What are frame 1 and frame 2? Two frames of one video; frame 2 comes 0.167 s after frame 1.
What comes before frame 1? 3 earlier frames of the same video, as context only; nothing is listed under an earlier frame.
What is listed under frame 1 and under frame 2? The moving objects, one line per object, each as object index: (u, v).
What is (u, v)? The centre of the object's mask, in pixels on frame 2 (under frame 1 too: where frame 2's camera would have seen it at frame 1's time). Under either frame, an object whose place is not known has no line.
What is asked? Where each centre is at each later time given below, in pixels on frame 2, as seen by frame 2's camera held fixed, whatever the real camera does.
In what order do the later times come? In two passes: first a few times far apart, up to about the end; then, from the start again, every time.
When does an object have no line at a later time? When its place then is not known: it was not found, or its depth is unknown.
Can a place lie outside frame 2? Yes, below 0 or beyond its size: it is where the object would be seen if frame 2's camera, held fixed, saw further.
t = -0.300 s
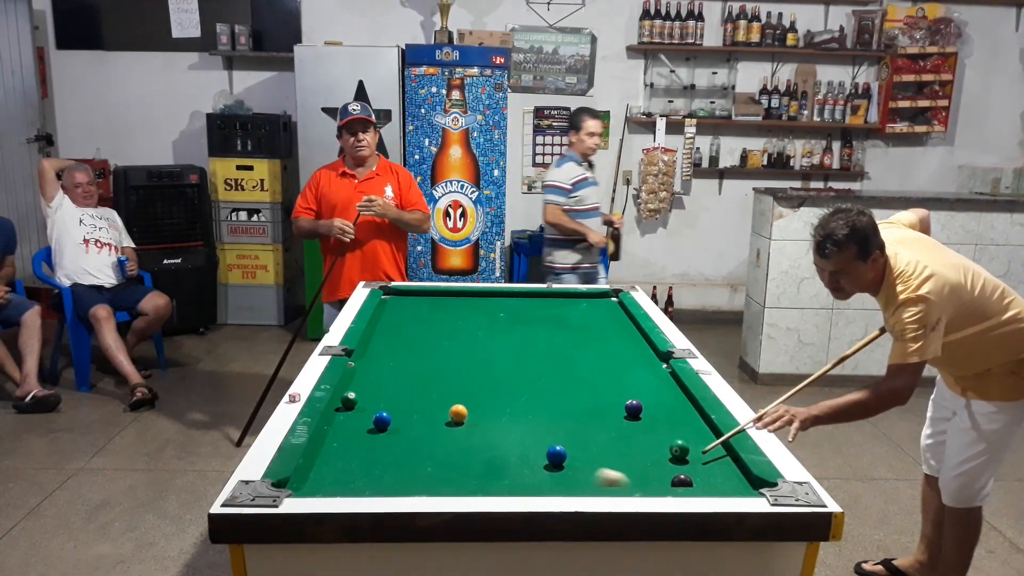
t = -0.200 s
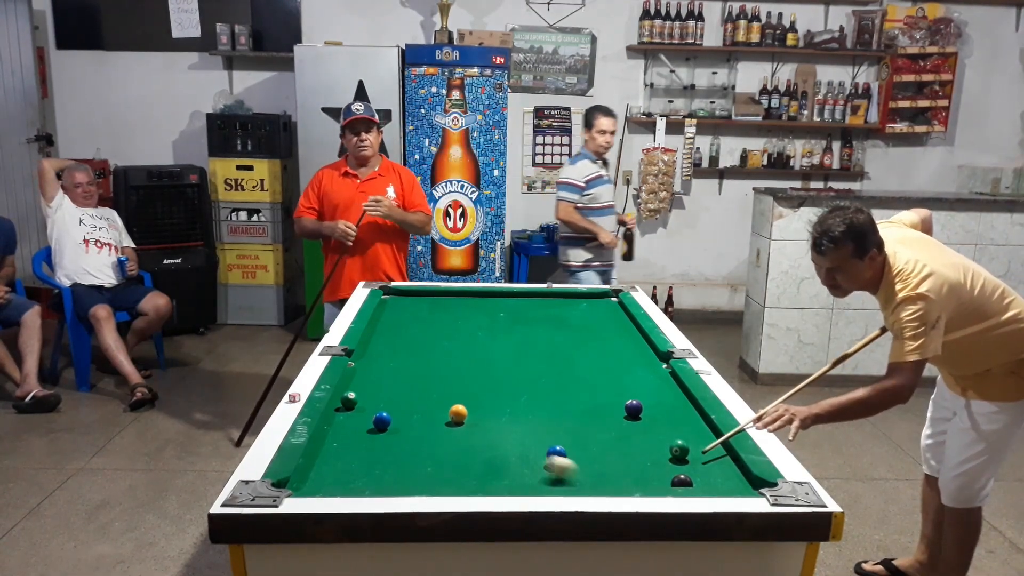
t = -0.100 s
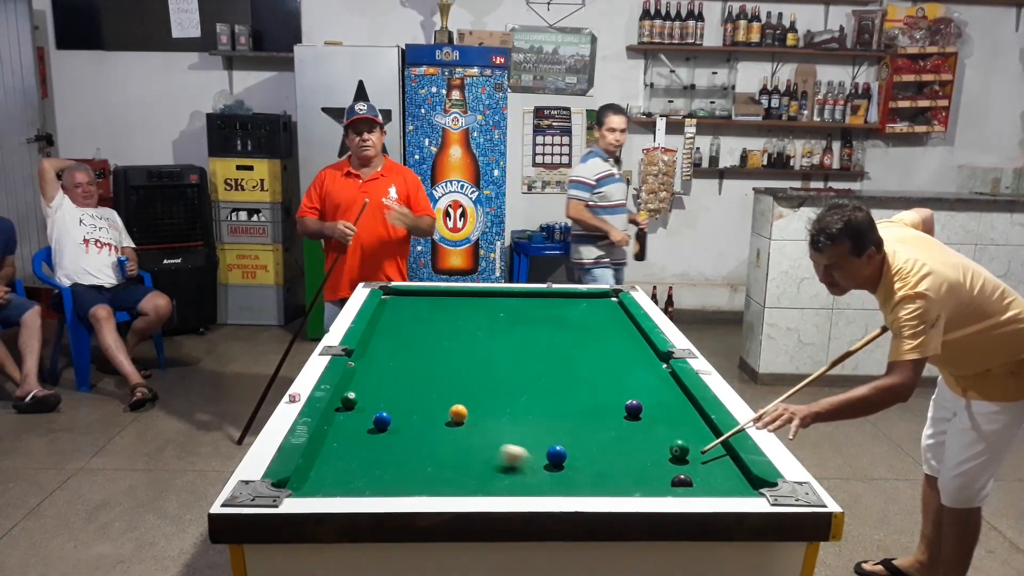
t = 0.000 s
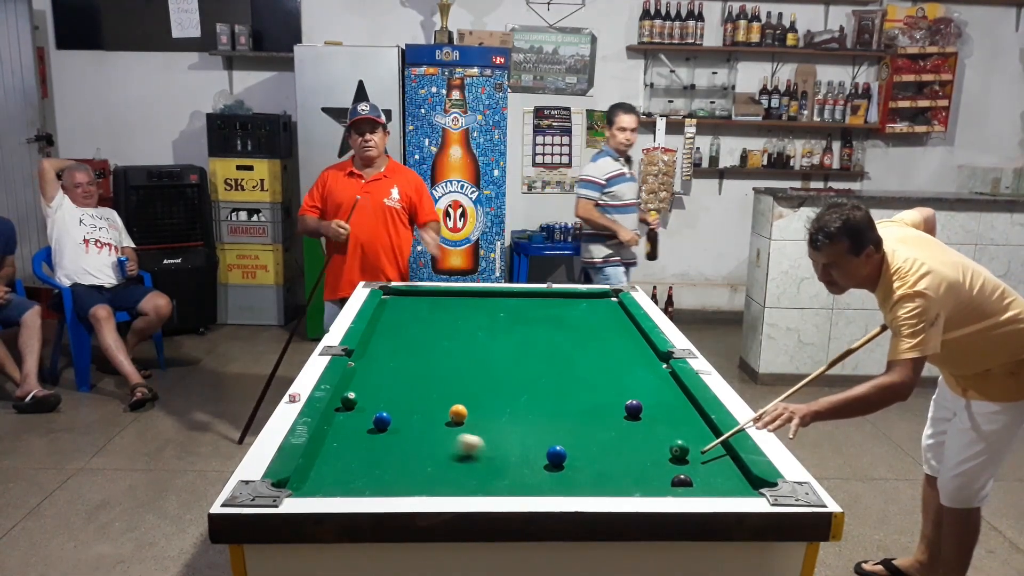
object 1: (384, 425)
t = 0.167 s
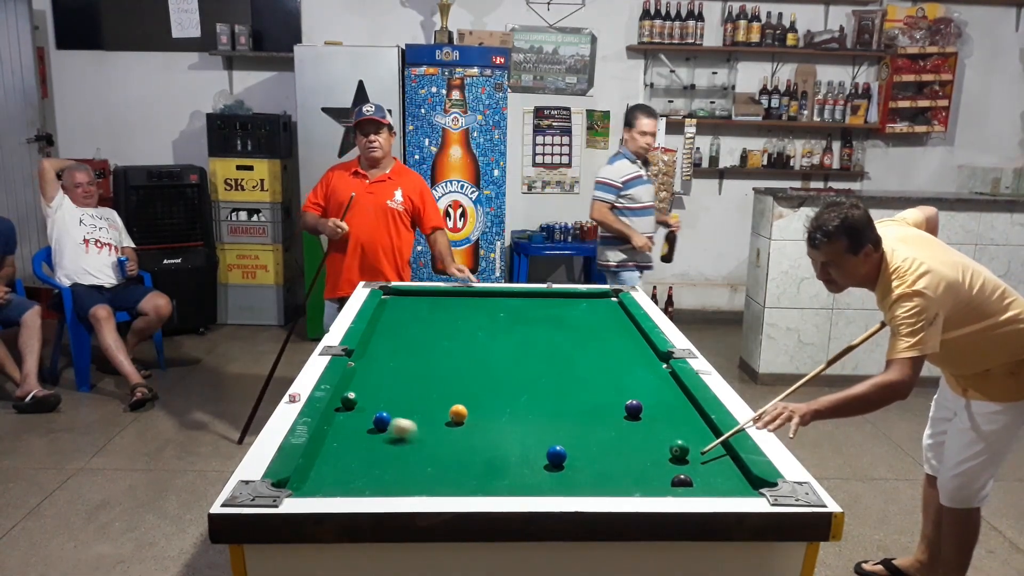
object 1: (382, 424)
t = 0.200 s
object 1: (377, 420)
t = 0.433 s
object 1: (361, 405)
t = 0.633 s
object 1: (360, 399)
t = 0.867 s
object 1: (363, 394)
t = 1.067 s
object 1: (364, 390)
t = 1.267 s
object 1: (365, 387)
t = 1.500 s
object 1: (365, 385)
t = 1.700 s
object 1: (366, 383)
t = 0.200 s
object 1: (377, 420)
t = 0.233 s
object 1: (375, 414)
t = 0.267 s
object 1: (370, 413)
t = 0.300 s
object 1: (367, 411)
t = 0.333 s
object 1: (365, 409)
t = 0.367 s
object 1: (360, 409)
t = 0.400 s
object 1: (361, 406)
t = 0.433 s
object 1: (361, 405)
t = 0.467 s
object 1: (361, 404)
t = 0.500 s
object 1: (361, 404)
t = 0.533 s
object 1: (361, 403)
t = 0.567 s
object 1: (361, 403)
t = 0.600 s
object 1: (362, 401)
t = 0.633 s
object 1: (360, 399)
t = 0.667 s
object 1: (361, 398)
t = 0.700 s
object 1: (361, 397)
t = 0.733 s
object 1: (361, 397)
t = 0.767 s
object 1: (362, 396)
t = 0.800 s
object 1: (362, 395)
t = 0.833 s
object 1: (362, 394)
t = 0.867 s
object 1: (363, 394)
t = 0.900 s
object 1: (363, 393)
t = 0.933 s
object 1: (363, 392)
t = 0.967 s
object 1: (363, 392)
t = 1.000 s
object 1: (364, 391)
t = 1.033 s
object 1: (364, 391)
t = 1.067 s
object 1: (364, 390)
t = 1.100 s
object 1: (364, 390)
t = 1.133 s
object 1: (364, 389)
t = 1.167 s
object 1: (364, 389)
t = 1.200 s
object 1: (364, 388)
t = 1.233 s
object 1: (364, 388)
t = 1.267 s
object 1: (365, 387)
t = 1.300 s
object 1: (365, 387)
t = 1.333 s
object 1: (365, 386)
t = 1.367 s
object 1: (365, 386)
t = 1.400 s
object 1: (365, 386)
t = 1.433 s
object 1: (365, 385)
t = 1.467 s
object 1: (365, 385)
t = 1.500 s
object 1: (365, 385)
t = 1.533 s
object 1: (365, 384)
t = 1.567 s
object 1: (365, 384)
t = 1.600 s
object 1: (365, 384)
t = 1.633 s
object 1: (365, 384)
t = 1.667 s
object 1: (366, 383)
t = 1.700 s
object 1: (366, 383)
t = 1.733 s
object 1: (366, 383)
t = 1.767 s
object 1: (367, 382)
